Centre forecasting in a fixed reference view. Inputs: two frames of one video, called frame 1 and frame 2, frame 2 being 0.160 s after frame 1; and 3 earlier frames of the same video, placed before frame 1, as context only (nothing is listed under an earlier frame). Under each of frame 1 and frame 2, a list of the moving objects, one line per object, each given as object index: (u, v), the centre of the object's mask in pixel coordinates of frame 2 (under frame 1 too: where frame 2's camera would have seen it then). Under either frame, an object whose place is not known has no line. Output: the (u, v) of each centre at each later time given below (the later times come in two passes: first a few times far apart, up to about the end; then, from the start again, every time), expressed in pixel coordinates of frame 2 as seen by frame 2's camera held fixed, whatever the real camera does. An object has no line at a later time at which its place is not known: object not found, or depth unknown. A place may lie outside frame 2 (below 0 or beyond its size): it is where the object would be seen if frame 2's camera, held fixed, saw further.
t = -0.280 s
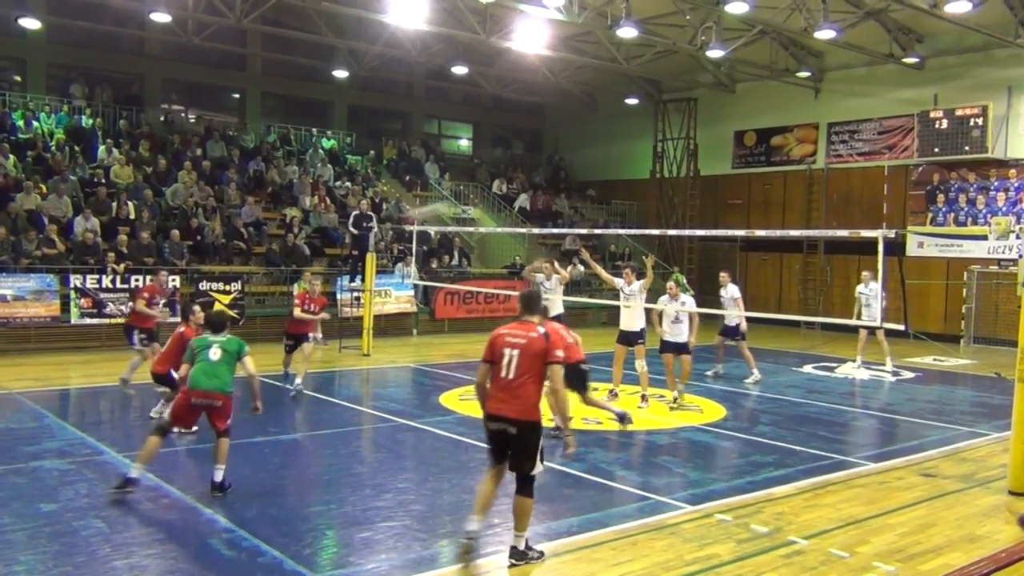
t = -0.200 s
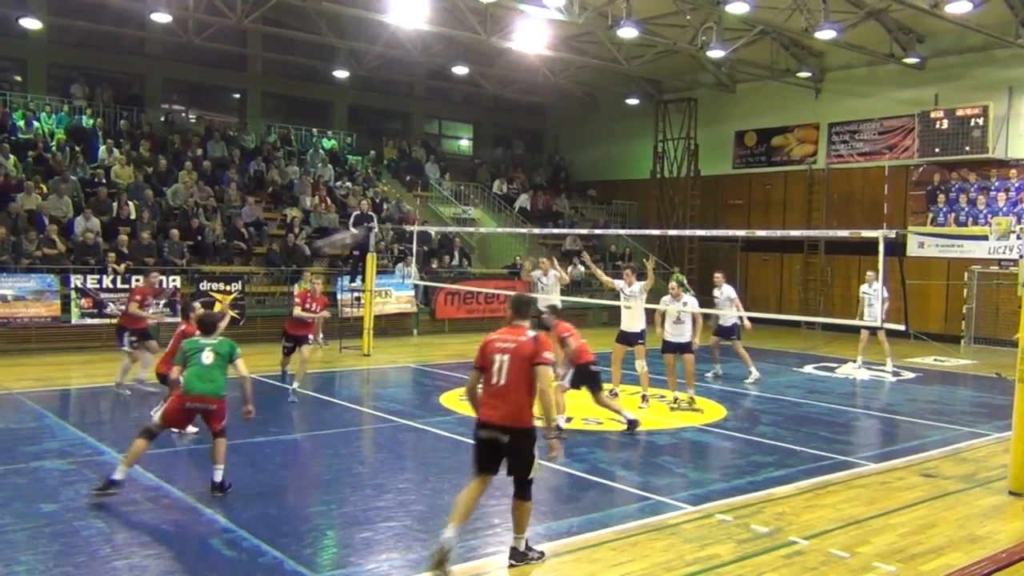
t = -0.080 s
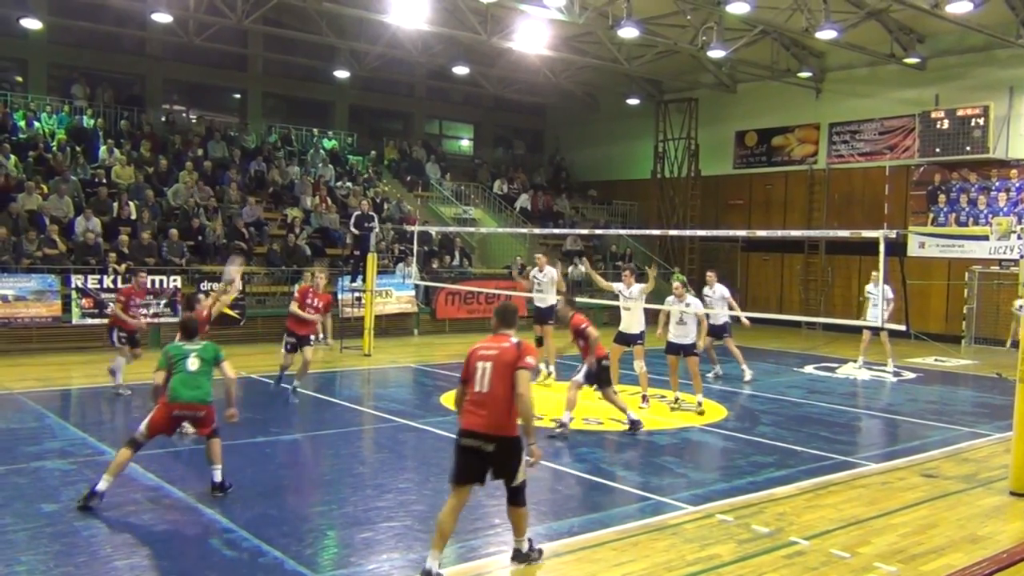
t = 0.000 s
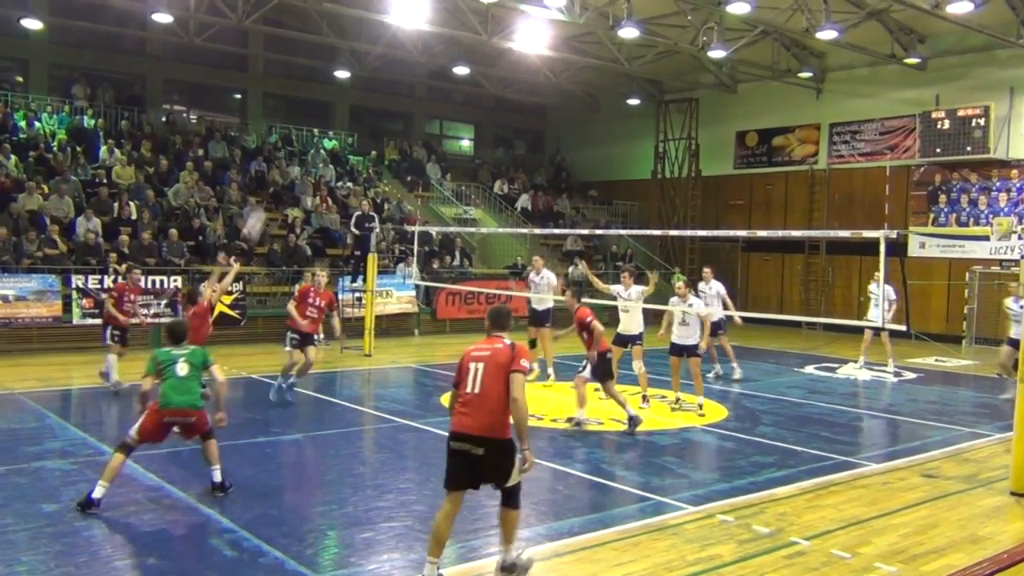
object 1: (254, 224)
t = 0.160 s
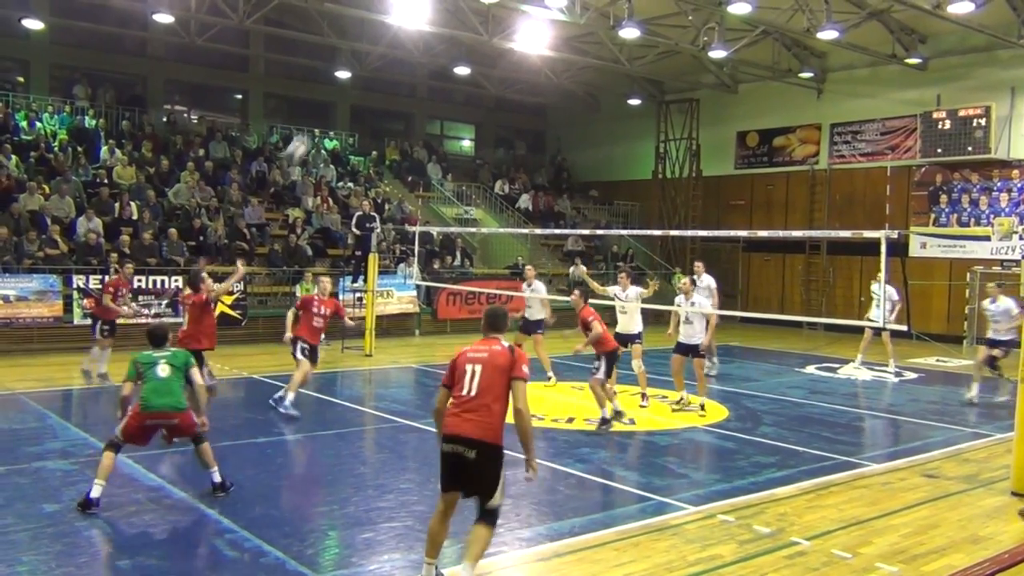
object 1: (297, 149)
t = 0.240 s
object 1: (320, 118)
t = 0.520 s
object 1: (394, 58)
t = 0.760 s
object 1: (459, 63)
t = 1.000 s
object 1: (522, 122)
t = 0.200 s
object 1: (309, 133)
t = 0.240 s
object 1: (320, 118)
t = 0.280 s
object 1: (331, 106)
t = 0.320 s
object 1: (341, 95)
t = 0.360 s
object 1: (352, 85)
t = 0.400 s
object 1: (364, 76)
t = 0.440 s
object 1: (373, 69)
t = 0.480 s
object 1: (383, 62)
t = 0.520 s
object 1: (394, 58)
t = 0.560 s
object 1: (405, 55)
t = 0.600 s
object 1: (417, 54)
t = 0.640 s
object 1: (427, 54)
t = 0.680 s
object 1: (439, 55)
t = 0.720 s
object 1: (448, 57)
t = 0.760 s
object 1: (459, 63)
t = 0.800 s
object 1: (468, 69)
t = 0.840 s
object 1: (481, 76)
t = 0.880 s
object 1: (490, 85)
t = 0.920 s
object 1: (500, 95)
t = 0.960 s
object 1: (511, 108)
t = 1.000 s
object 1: (522, 122)
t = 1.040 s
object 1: (532, 137)
